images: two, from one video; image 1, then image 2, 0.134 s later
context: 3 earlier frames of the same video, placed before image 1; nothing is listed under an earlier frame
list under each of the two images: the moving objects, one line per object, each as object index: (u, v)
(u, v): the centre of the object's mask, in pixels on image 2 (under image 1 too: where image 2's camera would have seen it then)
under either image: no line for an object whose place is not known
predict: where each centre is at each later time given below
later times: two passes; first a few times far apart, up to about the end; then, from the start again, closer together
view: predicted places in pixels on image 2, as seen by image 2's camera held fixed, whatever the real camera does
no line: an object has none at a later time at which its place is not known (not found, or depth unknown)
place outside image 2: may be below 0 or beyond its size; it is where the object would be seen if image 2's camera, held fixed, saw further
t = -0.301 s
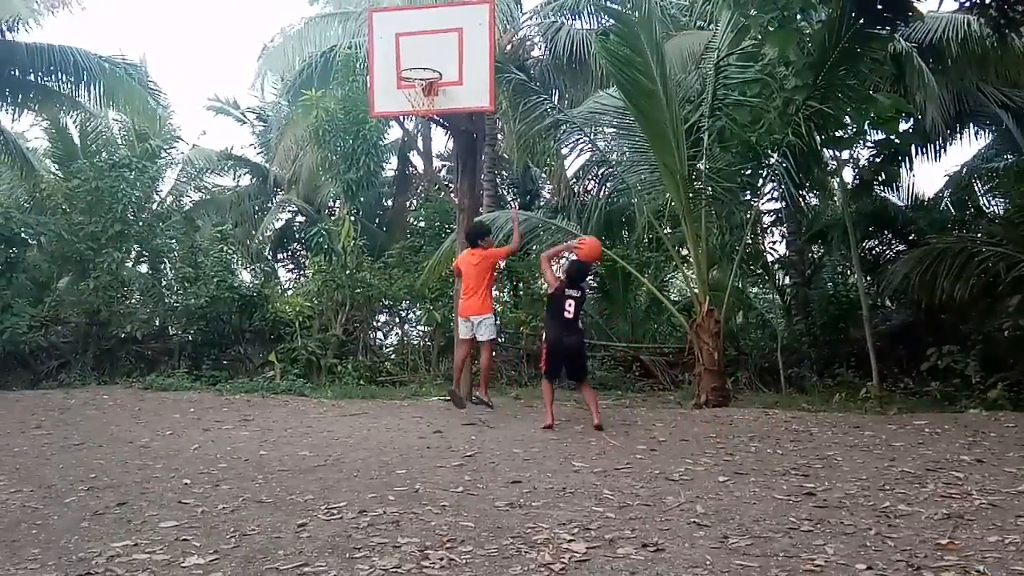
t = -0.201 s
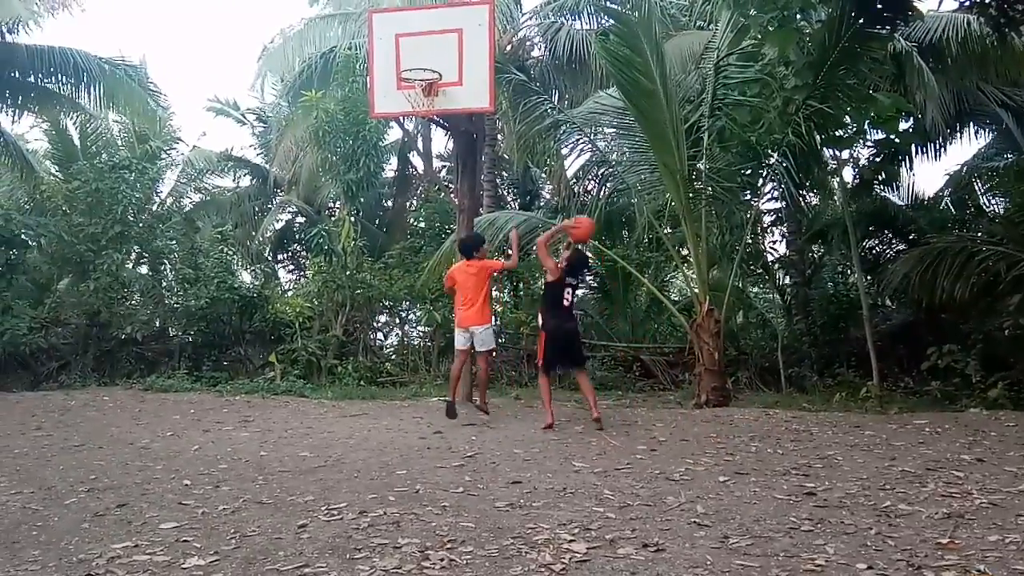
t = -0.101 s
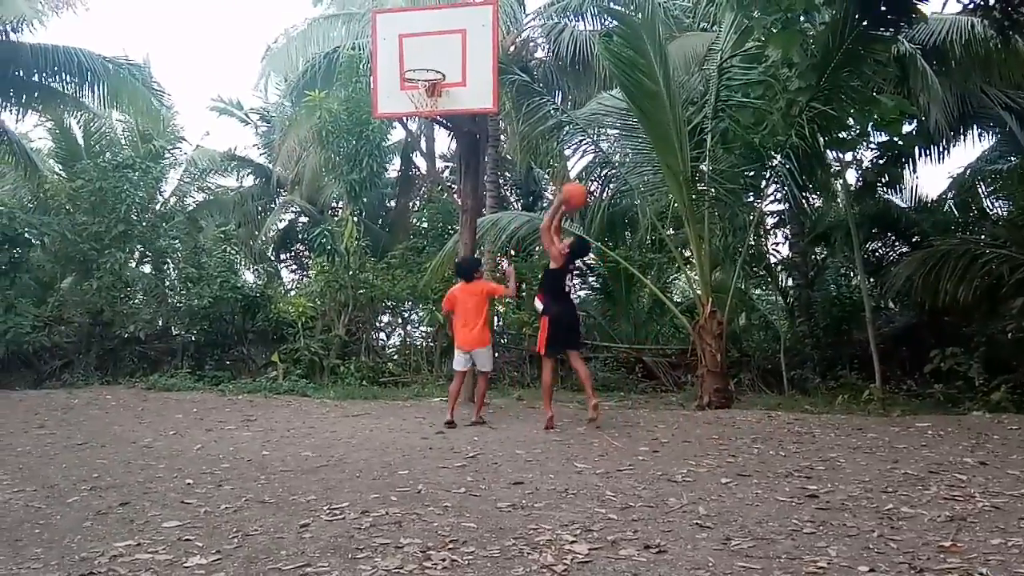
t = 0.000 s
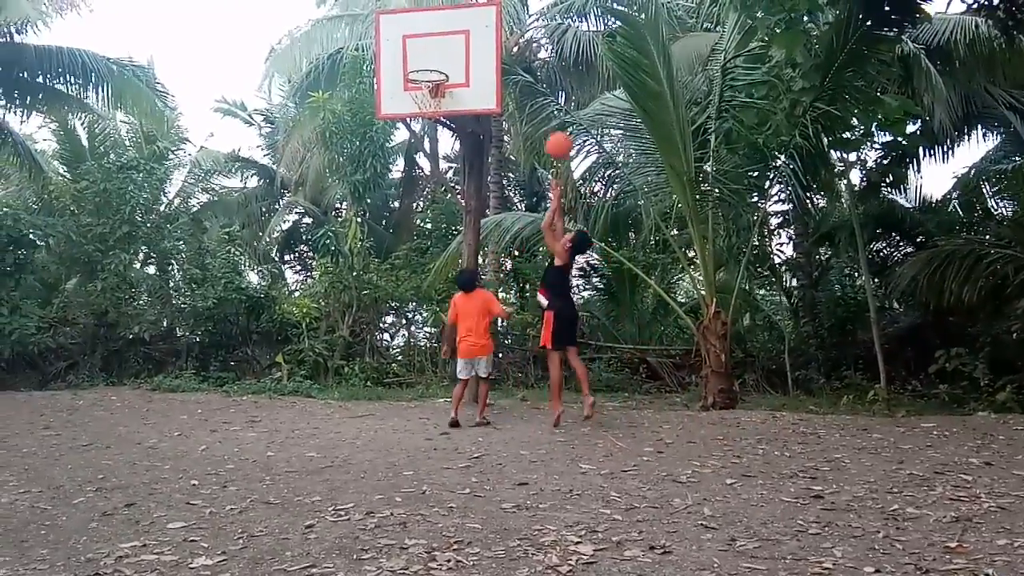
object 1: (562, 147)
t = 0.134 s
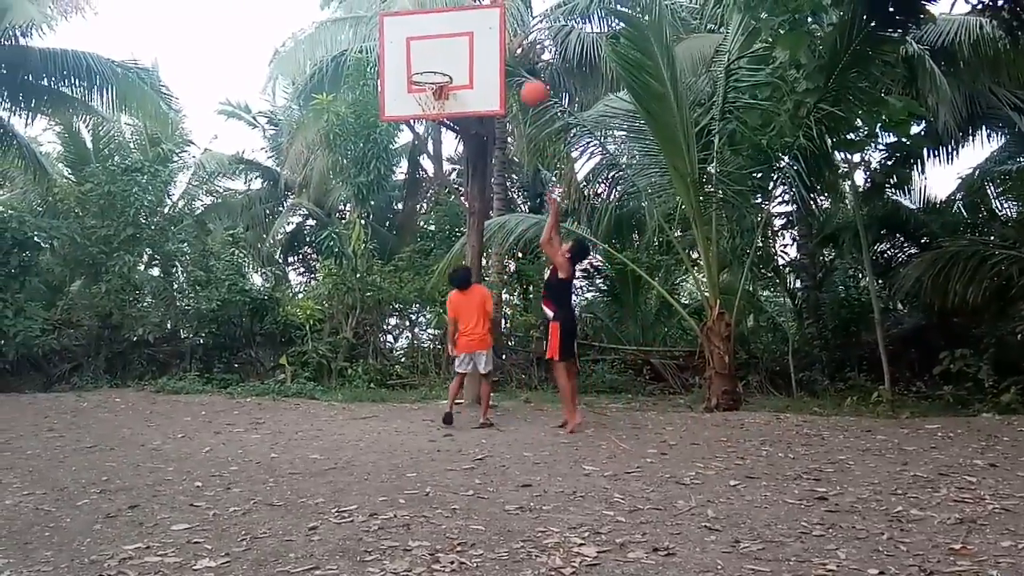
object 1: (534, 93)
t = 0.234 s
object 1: (513, 66)
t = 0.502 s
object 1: (459, 50)
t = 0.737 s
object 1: (426, 93)
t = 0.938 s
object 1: (441, 136)
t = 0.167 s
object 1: (526, 82)
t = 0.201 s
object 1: (519, 74)
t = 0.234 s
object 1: (513, 66)
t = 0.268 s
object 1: (505, 59)
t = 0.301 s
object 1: (499, 55)
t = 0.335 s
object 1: (492, 51)
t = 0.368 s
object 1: (485, 48)
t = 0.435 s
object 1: (471, 47)
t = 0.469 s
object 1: (465, 47)
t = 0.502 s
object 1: (459, 50)
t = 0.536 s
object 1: (451, 53)
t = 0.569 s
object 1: (445, 57)
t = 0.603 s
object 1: (439, 62)
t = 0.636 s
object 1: (432, 70)
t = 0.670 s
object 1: (425, 78)
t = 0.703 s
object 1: (423, 86)
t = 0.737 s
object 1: (426, 93)
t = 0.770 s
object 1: (428, 101)
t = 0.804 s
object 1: (430, 109)
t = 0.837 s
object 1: (433, 115)
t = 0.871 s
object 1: (436, 121)
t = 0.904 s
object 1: (438, 127)
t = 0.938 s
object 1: (441, 136)
